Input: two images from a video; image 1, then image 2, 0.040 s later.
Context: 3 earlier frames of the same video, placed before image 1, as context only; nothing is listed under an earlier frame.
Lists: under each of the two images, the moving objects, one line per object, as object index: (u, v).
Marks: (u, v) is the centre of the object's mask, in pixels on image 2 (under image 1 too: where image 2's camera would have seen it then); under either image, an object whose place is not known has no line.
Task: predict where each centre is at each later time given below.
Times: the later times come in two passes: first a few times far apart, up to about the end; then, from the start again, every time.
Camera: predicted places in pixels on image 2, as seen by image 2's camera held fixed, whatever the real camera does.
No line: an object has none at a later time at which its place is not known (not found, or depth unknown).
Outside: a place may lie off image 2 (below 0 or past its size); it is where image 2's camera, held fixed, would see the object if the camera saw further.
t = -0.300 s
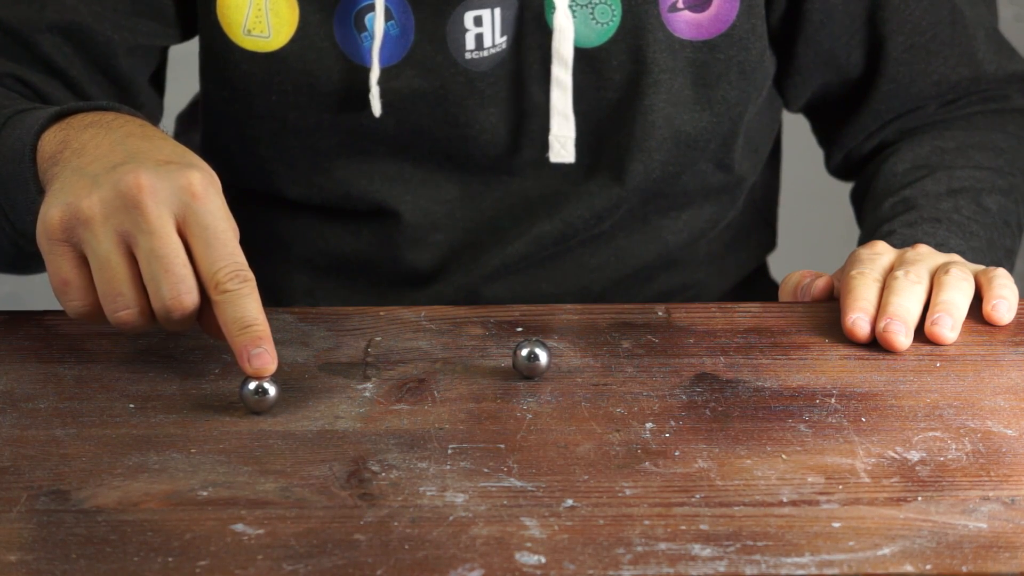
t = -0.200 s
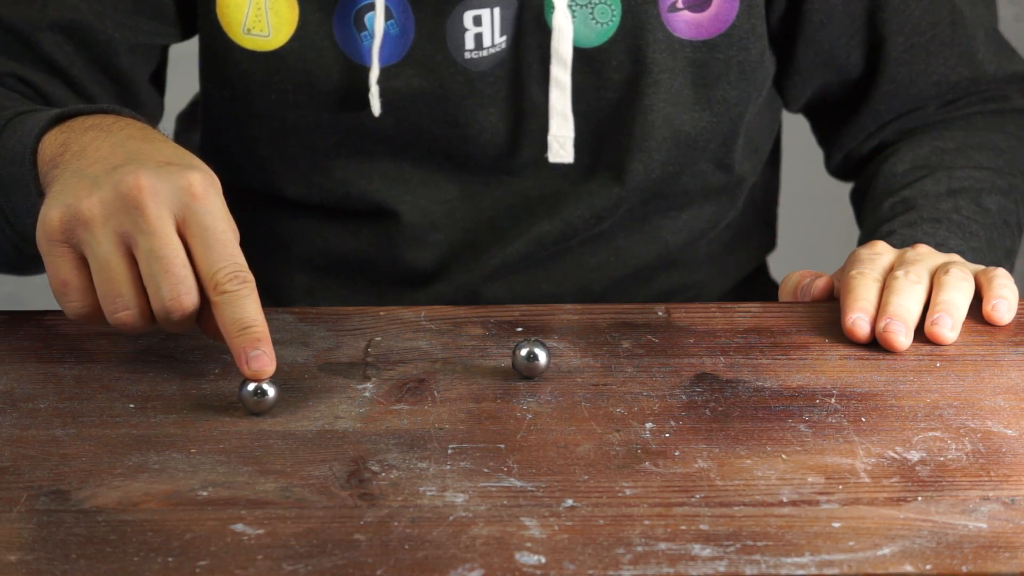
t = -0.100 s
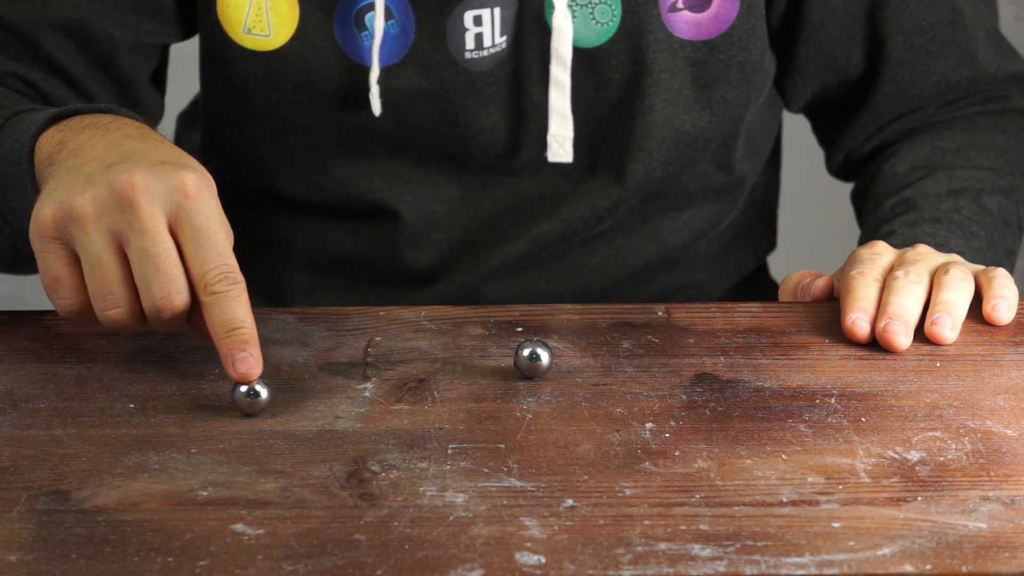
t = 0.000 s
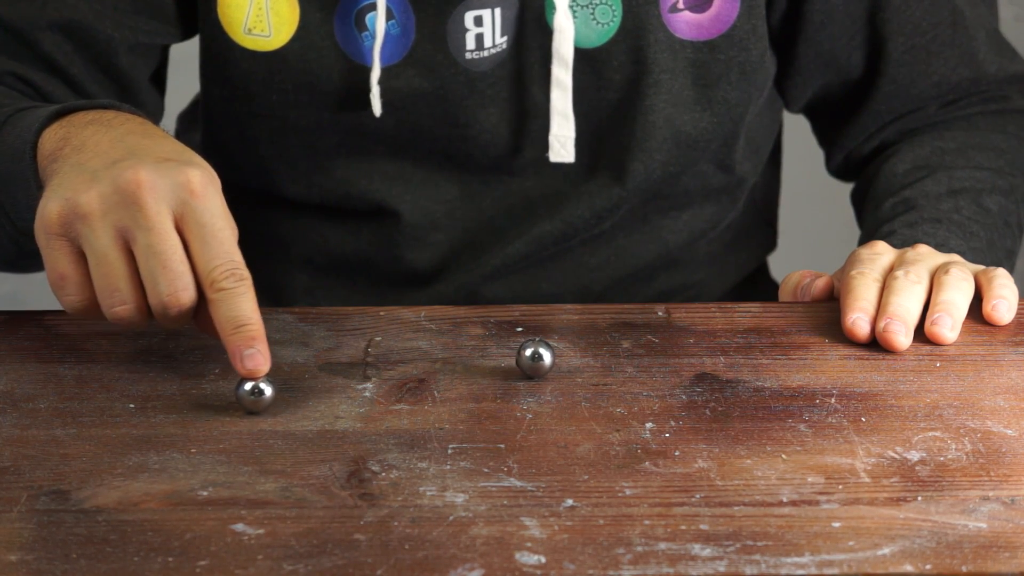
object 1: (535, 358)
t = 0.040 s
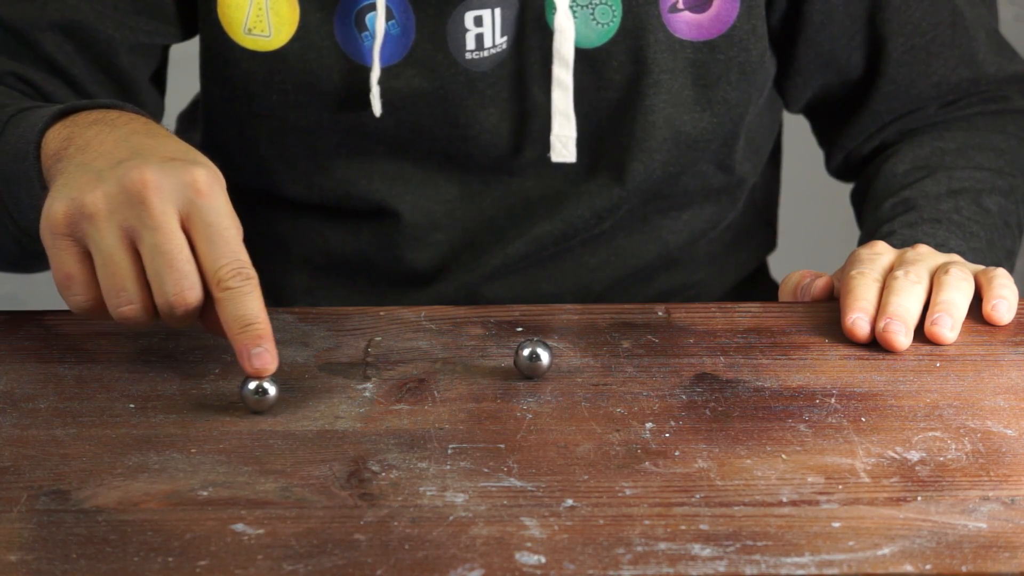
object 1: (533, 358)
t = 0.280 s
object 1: (517, 358)
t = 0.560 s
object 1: (511, 358)
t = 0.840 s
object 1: (507, 358)
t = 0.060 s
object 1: (531, 358)
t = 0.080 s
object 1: (529, 358)
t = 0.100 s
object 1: (527, 358)
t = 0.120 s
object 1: (525, 359)
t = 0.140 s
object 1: (523, 359)
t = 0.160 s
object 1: (521, 359)
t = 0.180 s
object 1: (520, 358)
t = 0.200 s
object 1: (519, 358)
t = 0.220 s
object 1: (519, 358)
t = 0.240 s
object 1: (518, 358)
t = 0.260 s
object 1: (518, 358)
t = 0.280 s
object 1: (517, 358)
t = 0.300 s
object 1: (516, 358)
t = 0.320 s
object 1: (516, 358)
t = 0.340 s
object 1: (515, 358)
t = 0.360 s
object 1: (514, 358)
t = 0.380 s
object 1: (513, 358)
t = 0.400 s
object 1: (513, 358)
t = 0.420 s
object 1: (512, 358)
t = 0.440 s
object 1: (512, 358)
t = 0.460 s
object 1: (512, 358)
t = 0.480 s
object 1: (512, 358)
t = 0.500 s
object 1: (512, 358)
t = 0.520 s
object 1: (511, 358)
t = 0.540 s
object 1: (511, 358)
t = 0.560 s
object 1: (511, 358)
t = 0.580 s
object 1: (510, 358)
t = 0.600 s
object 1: (510, 358)
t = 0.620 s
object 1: (509, 358)
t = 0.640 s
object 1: (509, 358)
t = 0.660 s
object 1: (509, 358)
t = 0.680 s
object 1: (508, 358)
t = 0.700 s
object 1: (508, 358)
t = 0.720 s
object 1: (508, 358)
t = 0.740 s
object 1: (508, 358)
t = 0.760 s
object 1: (508, 358)
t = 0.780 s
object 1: (508, 358)
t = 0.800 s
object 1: (507, 359)
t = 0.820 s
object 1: (507, 358)
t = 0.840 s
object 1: (507, 358)
